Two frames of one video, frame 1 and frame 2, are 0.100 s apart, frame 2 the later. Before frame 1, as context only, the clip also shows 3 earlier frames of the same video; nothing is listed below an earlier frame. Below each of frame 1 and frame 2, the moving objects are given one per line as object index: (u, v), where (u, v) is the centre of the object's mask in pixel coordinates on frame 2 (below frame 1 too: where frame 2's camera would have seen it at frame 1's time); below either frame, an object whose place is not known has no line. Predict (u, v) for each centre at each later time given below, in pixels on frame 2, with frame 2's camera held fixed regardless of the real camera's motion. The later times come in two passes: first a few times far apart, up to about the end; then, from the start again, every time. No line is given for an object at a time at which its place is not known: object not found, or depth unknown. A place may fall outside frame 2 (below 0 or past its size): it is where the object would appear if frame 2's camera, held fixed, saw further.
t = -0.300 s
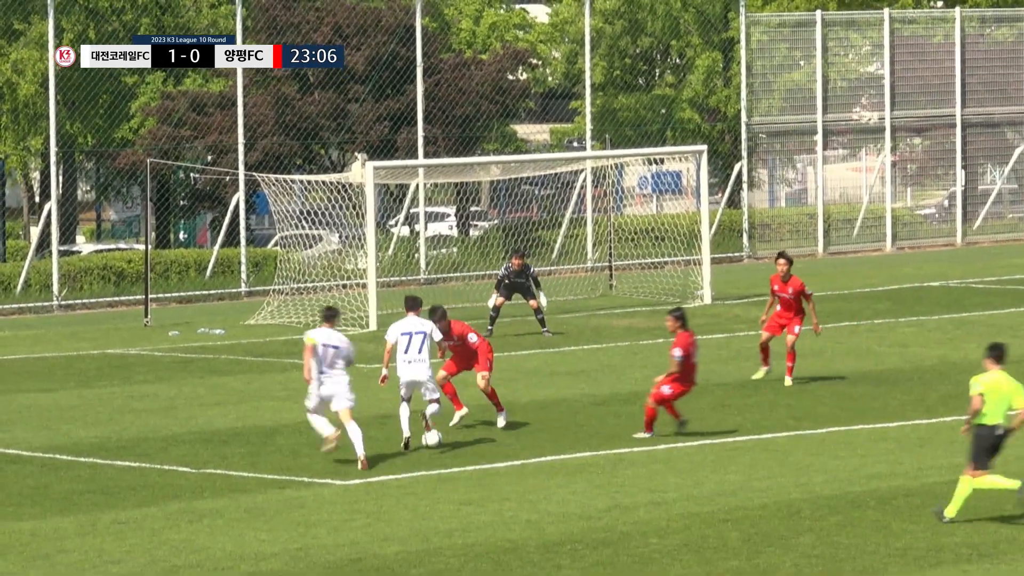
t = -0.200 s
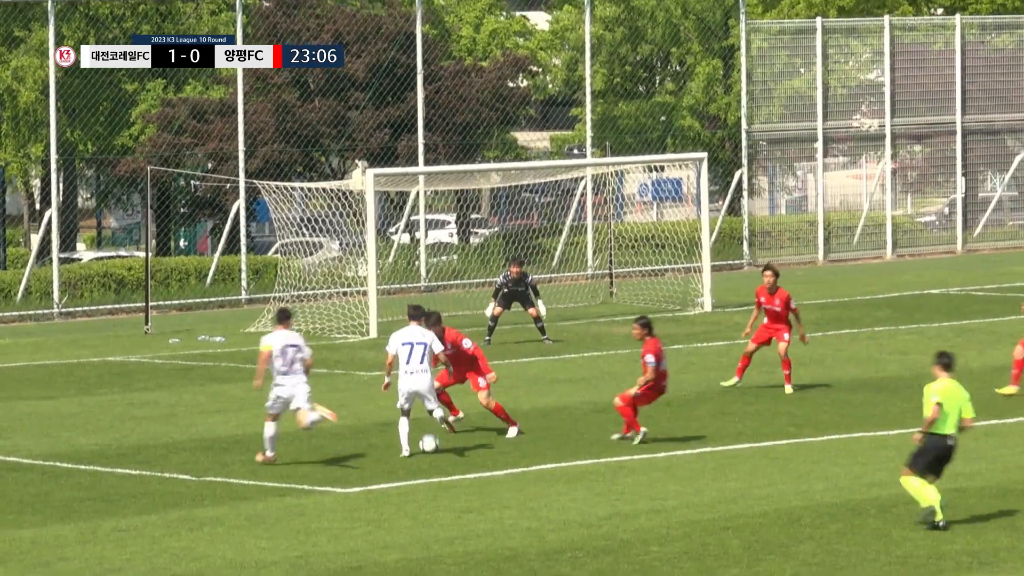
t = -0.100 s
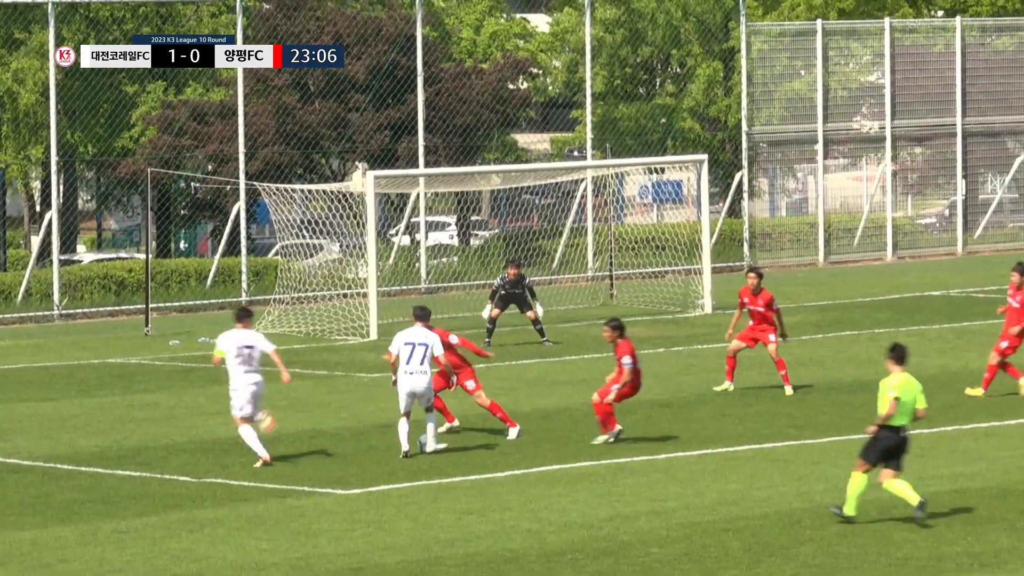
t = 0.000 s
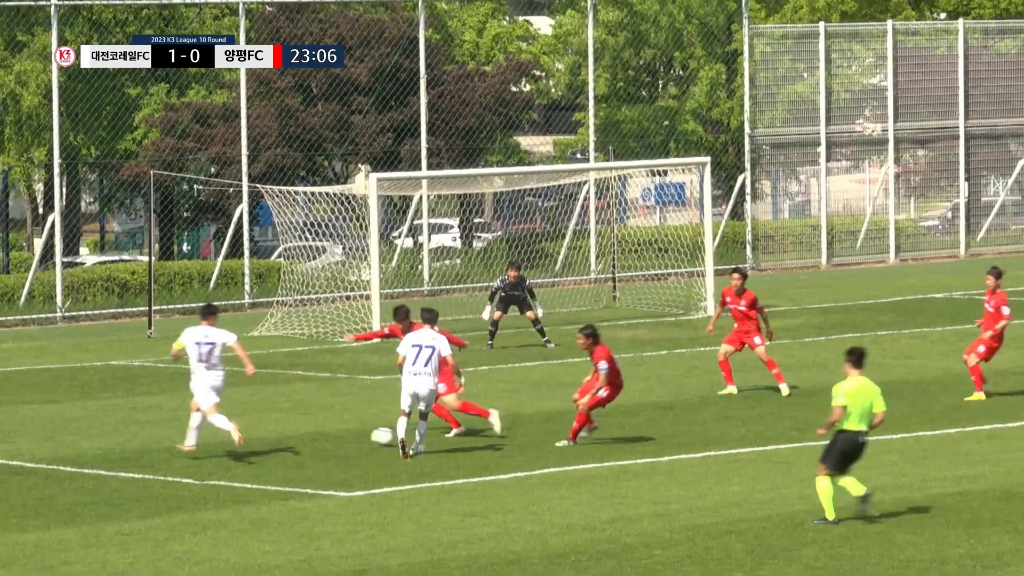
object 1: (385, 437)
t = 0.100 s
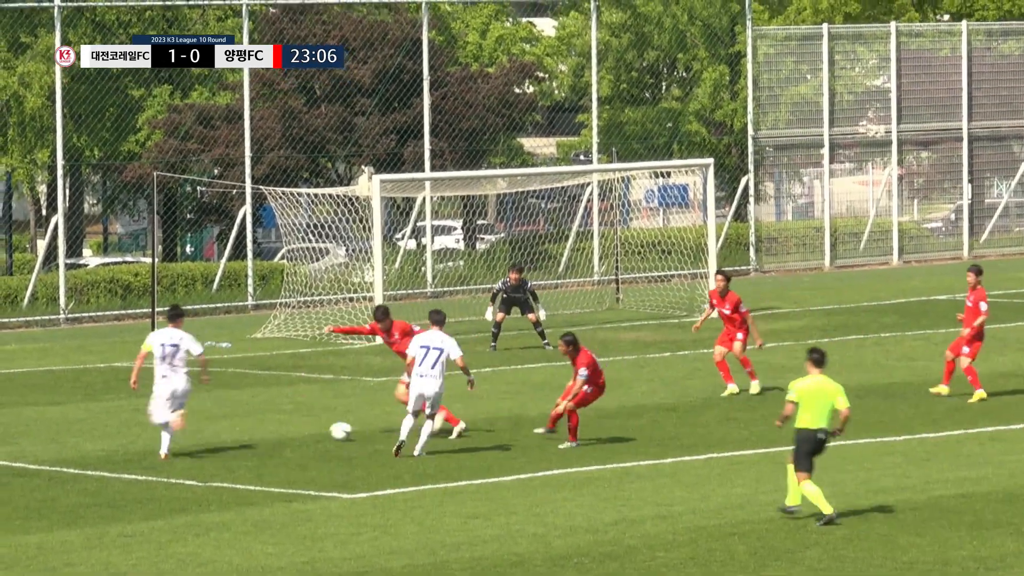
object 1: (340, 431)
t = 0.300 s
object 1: (263, 419)
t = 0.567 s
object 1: (173, 409)
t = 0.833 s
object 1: (105, 399)
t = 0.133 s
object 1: (327, 428)
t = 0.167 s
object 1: (313, 427)
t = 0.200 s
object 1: (300, 426)
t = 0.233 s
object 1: (287, 424)
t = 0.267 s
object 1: (275, 422)
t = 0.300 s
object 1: (263, 419)
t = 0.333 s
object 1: (251, 417)
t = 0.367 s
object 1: (239, 416)
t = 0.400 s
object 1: (227, 416)
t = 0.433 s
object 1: (216, 414)
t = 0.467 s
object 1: (206, 412)
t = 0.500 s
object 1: (194, 410)
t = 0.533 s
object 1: (183, 410)
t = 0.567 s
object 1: (173, 409)
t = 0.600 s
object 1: (164, 407)
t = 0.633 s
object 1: (155, 406)
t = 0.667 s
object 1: (147, 404)
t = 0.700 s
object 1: (138, 403)
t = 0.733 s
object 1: (128, 401)
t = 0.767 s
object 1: (121, 400)
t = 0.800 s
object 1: (113, 399)
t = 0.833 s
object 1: (105, 399)
